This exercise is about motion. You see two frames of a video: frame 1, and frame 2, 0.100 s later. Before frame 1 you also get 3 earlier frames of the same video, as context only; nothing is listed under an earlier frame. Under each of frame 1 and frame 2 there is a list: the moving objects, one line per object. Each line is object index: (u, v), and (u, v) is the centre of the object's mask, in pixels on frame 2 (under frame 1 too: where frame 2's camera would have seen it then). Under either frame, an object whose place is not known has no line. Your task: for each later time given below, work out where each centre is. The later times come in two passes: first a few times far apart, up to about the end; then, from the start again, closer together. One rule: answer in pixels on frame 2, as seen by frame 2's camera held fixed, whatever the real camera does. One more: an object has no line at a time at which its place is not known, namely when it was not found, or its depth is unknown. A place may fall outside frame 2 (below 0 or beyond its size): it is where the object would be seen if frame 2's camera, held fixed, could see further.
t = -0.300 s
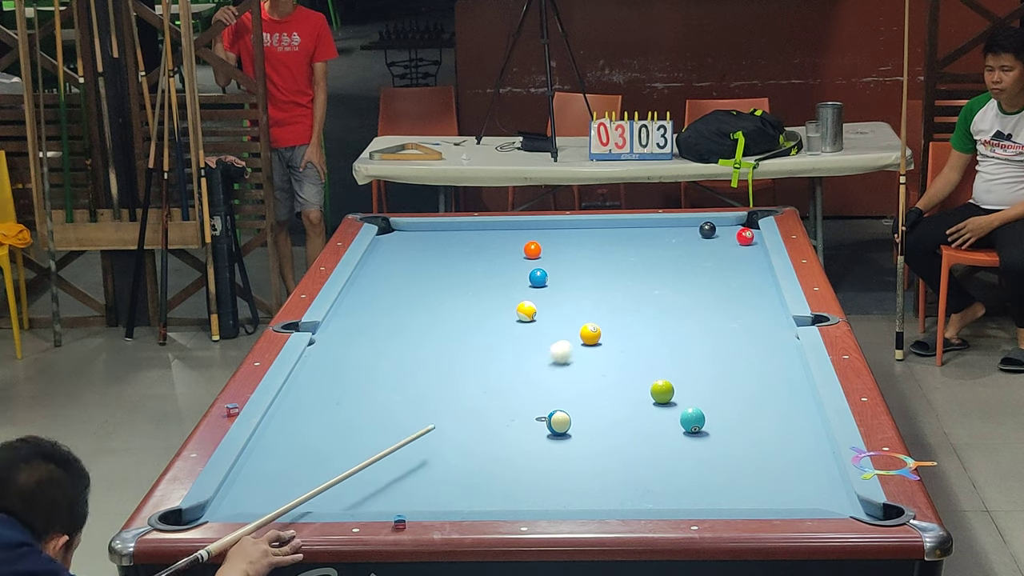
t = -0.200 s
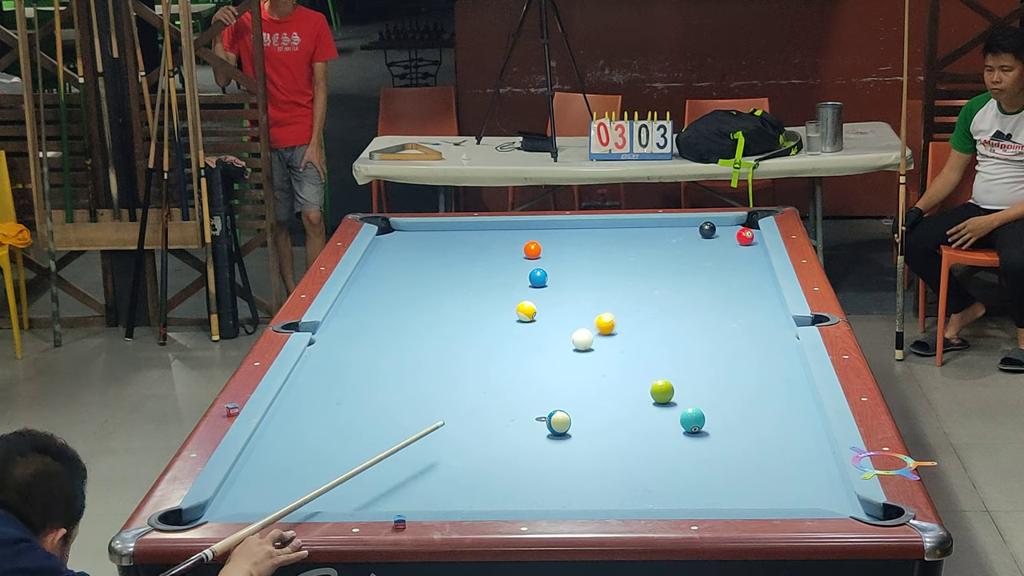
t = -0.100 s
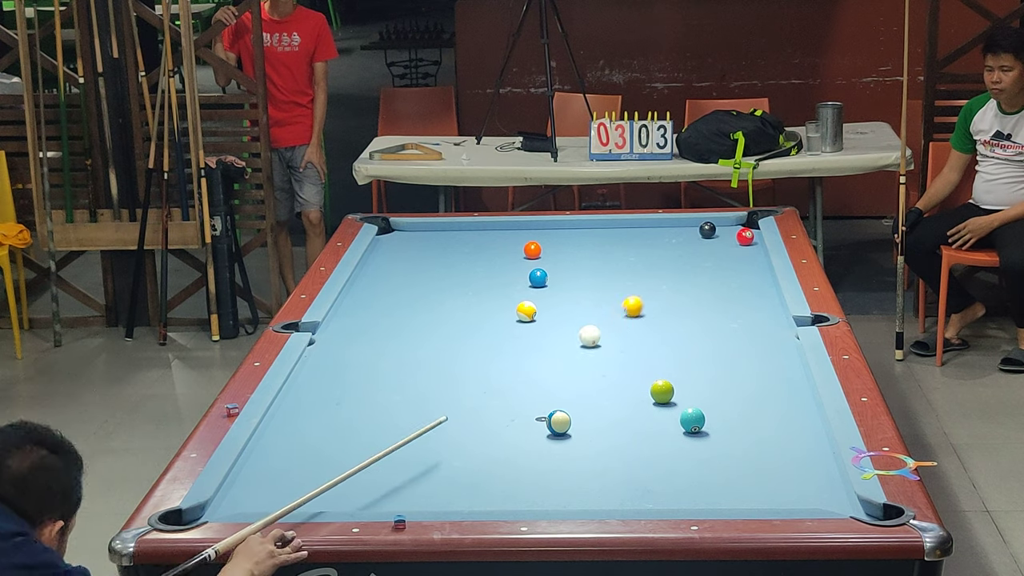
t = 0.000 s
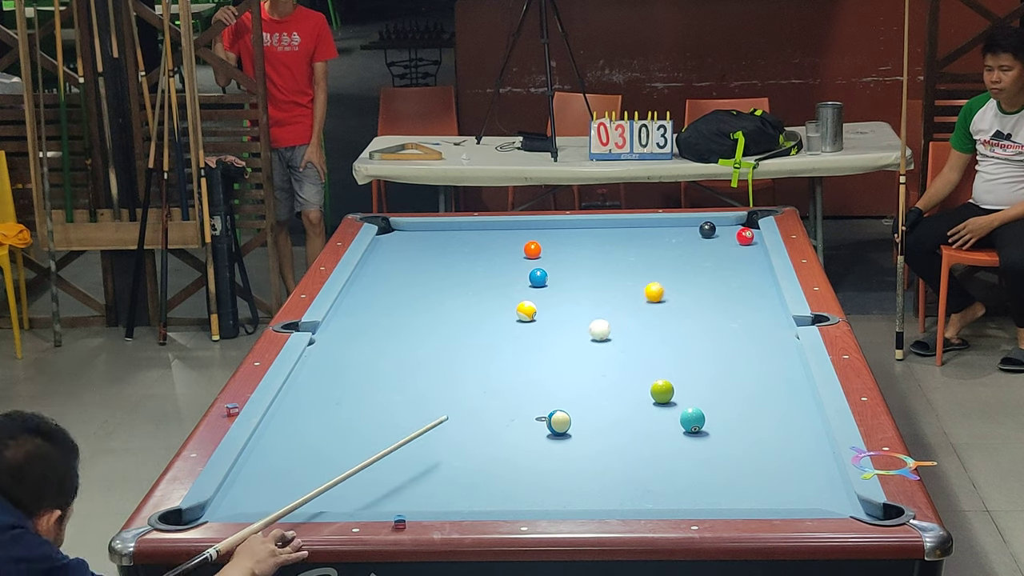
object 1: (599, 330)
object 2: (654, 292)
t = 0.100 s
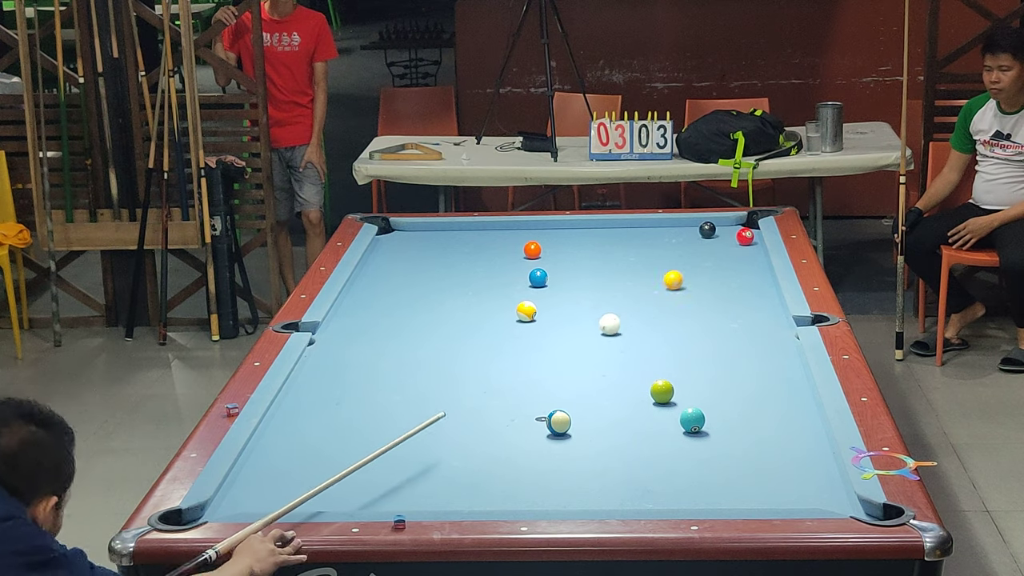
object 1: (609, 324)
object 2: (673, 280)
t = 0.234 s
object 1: (622, 317)
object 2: (697, 264)
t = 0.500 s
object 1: (646, 303)
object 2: (733, 240)
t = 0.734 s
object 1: (665, 292)
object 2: (726, 233)
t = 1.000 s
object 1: (684, 281)
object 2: (726, 225)
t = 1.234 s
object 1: (700, 273)
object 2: (728, 221)
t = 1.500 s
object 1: (715, 263)
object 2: (731, 224)
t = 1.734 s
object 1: (728, 256)
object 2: (733, 227)
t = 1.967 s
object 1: (739, 250)
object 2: (735, 229)
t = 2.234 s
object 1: (752, 243)
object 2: (736, 232)
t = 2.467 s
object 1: (750, 239)
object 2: (736, 233)
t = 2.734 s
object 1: (746, 238)
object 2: (734, 233)
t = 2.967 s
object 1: (746, 238)
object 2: (731, 232)
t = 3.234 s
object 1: (746, 238)
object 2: (728, 231)
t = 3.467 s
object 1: (746, 238)
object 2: (727, 231)
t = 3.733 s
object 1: (746, 238)
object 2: (727, 231)
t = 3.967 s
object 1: (746, 238)
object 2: (727, 231)
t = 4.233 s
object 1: (747, 238)
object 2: (727, 231)
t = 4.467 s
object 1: (747, 238)
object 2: (727, 231)
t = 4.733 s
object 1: (746, 238)
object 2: (727, 231)
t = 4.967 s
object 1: (746, 238)
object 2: (727, 231)
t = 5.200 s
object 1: (746, 238)
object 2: (727, 231)
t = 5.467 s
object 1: (746, 238)
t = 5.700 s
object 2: (724, 231)
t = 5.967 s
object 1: (747, 238)
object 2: (727, 231)
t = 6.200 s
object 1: (747, 238)
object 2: (727, 231)
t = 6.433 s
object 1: (747, 238)
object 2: (727, 231)
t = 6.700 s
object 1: (747, 238)
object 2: (727, 231)
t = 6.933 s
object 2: (727, 231)
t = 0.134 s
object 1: (613, 322)
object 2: (679, 276)
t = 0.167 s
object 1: (616, 320)
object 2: (685, 272)
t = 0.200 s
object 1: (619, 318)
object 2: (691, 268)
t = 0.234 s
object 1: (622, 317)
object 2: (697, 264)
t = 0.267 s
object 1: (625, 315)
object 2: (703, 261)
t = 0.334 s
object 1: (631, 311)
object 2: (714, 253)
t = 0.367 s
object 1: (634, 310)
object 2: (719, 250)
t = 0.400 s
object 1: (637, 308)
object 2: (724, 247)
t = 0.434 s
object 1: (640, 306)
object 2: (730, 244)
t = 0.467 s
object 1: (643, 305)
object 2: (734, 240)
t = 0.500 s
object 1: (646, 303)
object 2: (733, 240)
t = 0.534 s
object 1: (649, 301)
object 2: (731, 239)
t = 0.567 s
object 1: (651, 300)
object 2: (730, 238)
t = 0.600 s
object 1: (654, 298)
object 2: (729, 237)
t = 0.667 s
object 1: (659, 295)
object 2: (727, 235)
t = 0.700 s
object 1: (662, 294)
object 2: (727, 234)
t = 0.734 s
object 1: (665, 292)
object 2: (726, 233)
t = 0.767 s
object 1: (667, 291)
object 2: (726, 232)
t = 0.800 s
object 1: (669, 290)
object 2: (725, 231)
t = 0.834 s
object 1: (672, 288)
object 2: (725, 230)
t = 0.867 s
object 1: (674, 287)
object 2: (725, 229)
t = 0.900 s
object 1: (677, 285)
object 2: (725, 228)
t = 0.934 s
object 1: (679, 284)
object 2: (725, 227)
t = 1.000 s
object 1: (684, 281)
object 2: (726, 225)
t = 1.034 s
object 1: (686, 280)
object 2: (726, 224)
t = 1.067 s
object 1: (688, 279)
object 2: (726, 224)
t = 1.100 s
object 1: (691, 277)
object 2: (727, 223)
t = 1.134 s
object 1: (693, 276)
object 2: (727, 222)
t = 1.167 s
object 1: (695, 275)
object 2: (727, 221)
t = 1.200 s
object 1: (697, 274)
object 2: (727, 221)
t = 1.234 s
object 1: (700, 273)
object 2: (728, 221)
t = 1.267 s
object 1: (701, 271)
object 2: (728, 222)
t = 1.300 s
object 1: (704, 270)
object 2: (729, 222)
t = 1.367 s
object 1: (708, 267)
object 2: (729, 223)
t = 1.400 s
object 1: (709, 267)
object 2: (730, 223)
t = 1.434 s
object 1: (712, 266)
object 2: (730, 224)
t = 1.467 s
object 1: (713, 264)
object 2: (730, 224)
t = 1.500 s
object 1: (715, 263)
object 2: (731, 224)
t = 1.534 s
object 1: (717, 262)
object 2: (731, 225)
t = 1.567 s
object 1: (719, 261)
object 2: (731, 225)
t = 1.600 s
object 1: (721, 260)
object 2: (732, 226)
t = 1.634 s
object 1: (723, 259)
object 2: (732, 226)
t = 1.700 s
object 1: (726, 257)
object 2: (733, 227)
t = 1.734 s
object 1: (728, 256)
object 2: (733, 227)
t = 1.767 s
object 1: (730, 255)
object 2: (733, 227)
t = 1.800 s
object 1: (731, 254)
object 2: (733, 228)
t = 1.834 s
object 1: (733, 253)
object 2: (734, 228)
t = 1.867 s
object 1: (735, 252)
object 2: (734, 228)
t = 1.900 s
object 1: (736, 252)
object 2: (734, 229)
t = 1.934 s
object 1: (738, 251)
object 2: (734, 229)
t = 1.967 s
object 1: (739, 250)
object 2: (735, 229)
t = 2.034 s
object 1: (743, 248)
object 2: (735, 230)
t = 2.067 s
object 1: (744, 247)
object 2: (735, 230)
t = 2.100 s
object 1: (746, 246)
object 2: (735, 230)
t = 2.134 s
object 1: (747, 246)
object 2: (736, 231)
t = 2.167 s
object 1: (749, 245)
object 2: (736, 231)
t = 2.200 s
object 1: (750, 244)
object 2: (736, 231)
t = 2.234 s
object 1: (752, 243)
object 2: (736, 232)
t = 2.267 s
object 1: (753, 242)
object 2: (737, 232)
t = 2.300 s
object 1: (755, 242)
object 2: (737, 232)
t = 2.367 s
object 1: (753, 240)
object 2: (737, 232)
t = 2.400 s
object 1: (752, 240)
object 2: (737, 233)
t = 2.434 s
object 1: (751, 239)
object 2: (736, 233)
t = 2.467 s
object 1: (750, 239)
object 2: (736, 233)
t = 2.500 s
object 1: (749, 239)
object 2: (736, 233)
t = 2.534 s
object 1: (749, 238)
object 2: (736, 233)
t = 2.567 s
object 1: (747, 238)
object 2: (735, 233)
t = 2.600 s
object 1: (747, 238)
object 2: (735, 233)
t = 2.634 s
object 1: (747, 238)
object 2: (735, 233)
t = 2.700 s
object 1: (747, 238)
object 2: (734, 233)
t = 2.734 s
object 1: (746, 238)
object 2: (734, 233)
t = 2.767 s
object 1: (746, 238)
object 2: (733, 232)
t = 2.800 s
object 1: (747, 238)
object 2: (733, 232)
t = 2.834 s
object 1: (746, 238)
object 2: (732, 232)
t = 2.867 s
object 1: (747, 238)
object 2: (732, 232)
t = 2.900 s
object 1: (747, 238)
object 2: (732, 232)
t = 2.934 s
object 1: (746, 238)
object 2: (731, 232)
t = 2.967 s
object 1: (746, 238)
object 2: (731, 232)
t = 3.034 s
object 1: (747, 238)
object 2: (730, 232)
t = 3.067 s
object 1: (747, 238)
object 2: (730, 232)
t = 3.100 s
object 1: (746, 238)
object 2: (730, 232)
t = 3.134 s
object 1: (747, 238)
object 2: (729, 232)
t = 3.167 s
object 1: (747, 238)
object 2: (729, 232)
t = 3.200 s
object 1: (746, 238)
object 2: (729, 232)
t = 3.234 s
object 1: (746, 238)
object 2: (728, 231)
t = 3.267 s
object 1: (746, 238)
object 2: (728, 231)
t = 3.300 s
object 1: (747, 238)
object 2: (728, 231)
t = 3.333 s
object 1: (746, 238)
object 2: (728, 231)
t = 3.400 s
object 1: (746, 238)
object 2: (727, 231)
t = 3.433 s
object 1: (747, 238)
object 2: (727, 231)
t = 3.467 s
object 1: (746, 238)
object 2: (727, 231)
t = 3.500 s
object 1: (747, 238)
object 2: (727, 231)
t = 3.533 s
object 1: (747, 238)
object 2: (727, 231)
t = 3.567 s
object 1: (747, 238)
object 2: (727, 231)
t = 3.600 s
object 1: (746, 238)
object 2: (727, 231)
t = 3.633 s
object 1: (746, 238)
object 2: (727, 231)
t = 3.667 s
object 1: (746, 238)
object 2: (727, 231)
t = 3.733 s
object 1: (746, 238)
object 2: (727, 231)
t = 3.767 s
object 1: (746, 238)
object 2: (727, 231)
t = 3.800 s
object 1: (746, 238)
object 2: (727, 231)
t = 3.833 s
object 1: (746, 238)
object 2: (727, 231)
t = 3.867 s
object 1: (746, 238)
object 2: (727, 231)
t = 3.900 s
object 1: (746, 238)
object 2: (727, 231)
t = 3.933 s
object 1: (746, 238)
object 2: (727, 231)
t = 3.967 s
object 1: (746, 238)
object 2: (727, 231)
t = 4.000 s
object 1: (746, 238)
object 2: (727, 231)
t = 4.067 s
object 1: (747, 238)
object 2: (727, 231)
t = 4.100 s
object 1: (746, 238)
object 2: (727, 231)
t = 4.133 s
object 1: (746, 238)
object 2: (727, 231)
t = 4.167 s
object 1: (746, 238)
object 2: (727, 231)
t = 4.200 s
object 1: (747, 238)
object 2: (727, 231)
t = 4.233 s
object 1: (747, 238)
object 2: (727, 231)
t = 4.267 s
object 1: (747, 238)
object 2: (727, 231)
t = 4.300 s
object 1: (747, 238)
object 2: (727, 231)
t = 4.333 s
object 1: (747, 238)
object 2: (727, 231)
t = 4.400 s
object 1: (747, 238)
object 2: (727, 231)
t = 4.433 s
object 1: (747, 238)
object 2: (727, 231)
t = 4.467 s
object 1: (747, 238)
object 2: (727, 231)
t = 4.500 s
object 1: (747, 238)
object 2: (727, 231)
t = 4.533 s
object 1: (746, 238)
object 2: (727, 231)
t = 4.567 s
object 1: (746, 238)
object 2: (727, 231)
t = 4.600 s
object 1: (746, 238)
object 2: (727, 231)
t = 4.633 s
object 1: (746, 238)
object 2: (727, 231)
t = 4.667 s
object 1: (746, 238)
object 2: (727, 231)
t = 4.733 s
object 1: (746, 238)
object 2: (727, 231)
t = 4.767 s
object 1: (746, 238)
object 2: (727, 231)
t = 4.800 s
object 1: (746, 238)
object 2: (727, 231)
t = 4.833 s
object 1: (746, 238)
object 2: (727, 231)
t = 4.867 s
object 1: (746, 238)
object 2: (727, 231)
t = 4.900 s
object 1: (746, 238)
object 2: (727, 231)
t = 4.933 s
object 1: (746, 238)
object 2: (727, 231)
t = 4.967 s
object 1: (746, 238)
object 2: (727, 231)
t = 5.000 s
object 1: (746, 238)
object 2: (727, 231)
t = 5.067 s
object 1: (746, 238)
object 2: (727, 231)
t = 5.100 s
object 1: (746, 238)
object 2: (727, 231)
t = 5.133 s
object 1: (746, 238)
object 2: (727, 231)
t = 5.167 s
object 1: (746, 238)
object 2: (727, 231)
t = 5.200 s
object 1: (746, 238)
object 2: (727, 231)
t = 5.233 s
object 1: (746, 238)
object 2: (727, 231)
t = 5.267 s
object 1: (746, 238)
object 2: (727, 231)
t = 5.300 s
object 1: (746, 238)
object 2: (727, 231)
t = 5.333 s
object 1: (746, 238)
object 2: (727, 231)
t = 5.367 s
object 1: (746, 238)
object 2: (727, 231)
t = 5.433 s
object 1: (746, 238)
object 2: (727, 231)
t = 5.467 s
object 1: (746, 238)
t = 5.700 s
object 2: (724, 231)
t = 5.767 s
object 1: (747, 238)
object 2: (727, 231)
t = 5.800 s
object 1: (746, 238)
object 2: (727, 231)
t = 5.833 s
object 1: (747, 238)
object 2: (727, 231)
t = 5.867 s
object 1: (747, 238)
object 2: (727, 231)
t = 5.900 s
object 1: (747, 238)
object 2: (727, 231)
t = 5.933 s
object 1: (747, 238)
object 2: (727, 231)
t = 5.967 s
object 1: (747, 238)
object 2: (727, 231)
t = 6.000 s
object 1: (747, 238)
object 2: (727, 231)
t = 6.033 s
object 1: (747, 238)
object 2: (727, 231)
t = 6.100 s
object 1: (747, 238)
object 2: (727, 231)
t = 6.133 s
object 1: (747, 238)
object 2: (727, 231)
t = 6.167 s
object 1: (747, 238)
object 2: (727, 231)
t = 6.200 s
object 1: (747, 238)
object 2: (727, 231)
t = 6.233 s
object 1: (747, 238)
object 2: (727, 231)
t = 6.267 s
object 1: (747, 238)
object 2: (727, 231)
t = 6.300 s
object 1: (747, 238)
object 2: (727, 231)
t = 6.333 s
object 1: (747, 238)
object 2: (727, 231)
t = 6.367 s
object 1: (747, 238)
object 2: (727, 231)
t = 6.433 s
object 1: (747, 238)
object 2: (727, 231)
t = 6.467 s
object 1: (747, 238)
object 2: (727, 231)
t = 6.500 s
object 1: (747, 238)
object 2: (727, 231)
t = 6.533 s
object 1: (747, 238)
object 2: (727, 231)
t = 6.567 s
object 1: (747, 238)
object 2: (727, 231)
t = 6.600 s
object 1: (747, 238)
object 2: (727, 231)
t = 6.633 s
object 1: (747, 238)
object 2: (727, 231)
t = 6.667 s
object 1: (747, 238)
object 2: (727, 231)
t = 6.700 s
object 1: (747, 238)
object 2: (727, 231)
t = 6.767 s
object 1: (747, 238)
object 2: (727, 231)
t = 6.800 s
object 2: (727, 231)
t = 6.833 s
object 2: (727, 231)
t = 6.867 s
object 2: (727, 231)
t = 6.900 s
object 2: (727, 231)
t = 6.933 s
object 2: (727, 231)
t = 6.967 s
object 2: (727, 231)
